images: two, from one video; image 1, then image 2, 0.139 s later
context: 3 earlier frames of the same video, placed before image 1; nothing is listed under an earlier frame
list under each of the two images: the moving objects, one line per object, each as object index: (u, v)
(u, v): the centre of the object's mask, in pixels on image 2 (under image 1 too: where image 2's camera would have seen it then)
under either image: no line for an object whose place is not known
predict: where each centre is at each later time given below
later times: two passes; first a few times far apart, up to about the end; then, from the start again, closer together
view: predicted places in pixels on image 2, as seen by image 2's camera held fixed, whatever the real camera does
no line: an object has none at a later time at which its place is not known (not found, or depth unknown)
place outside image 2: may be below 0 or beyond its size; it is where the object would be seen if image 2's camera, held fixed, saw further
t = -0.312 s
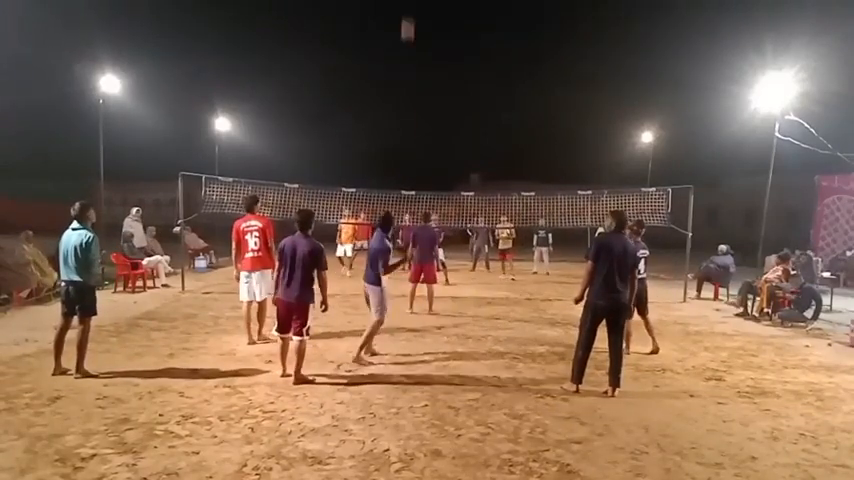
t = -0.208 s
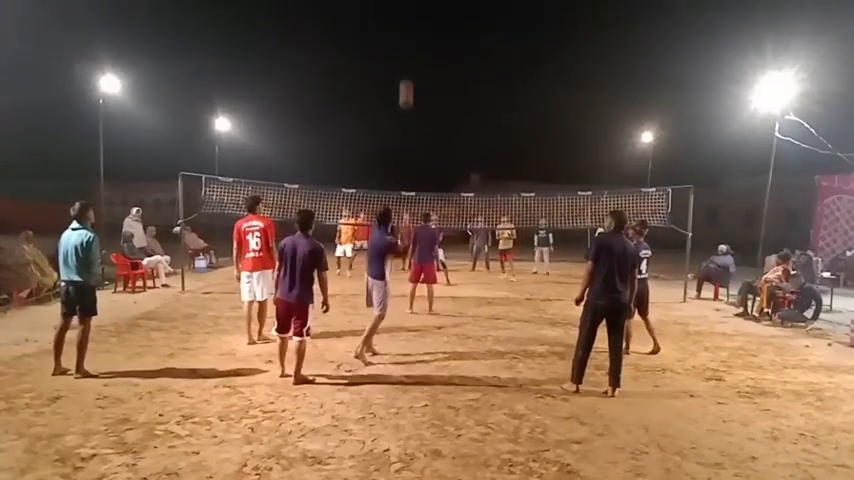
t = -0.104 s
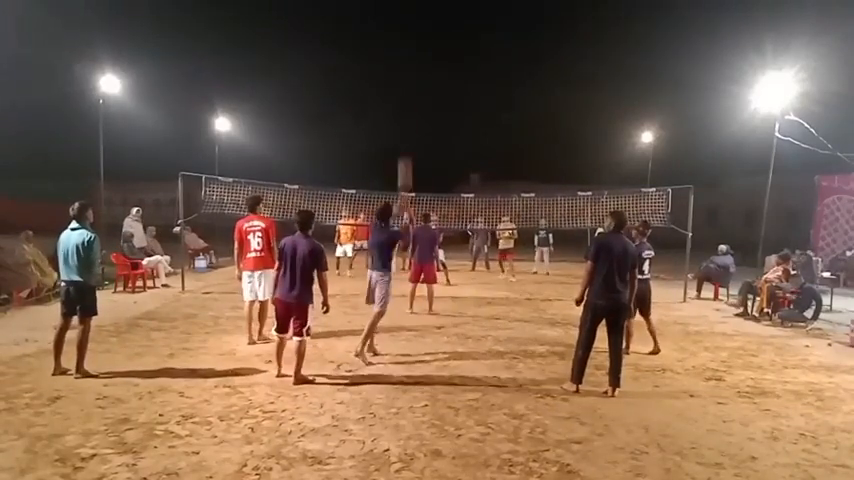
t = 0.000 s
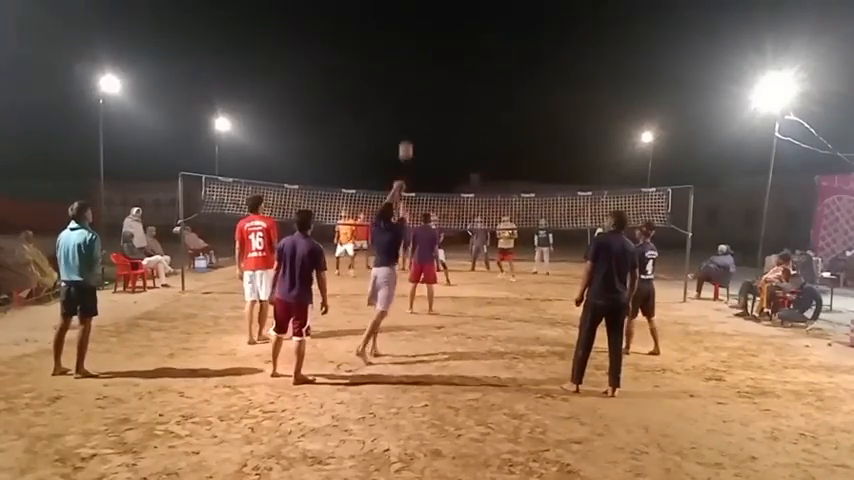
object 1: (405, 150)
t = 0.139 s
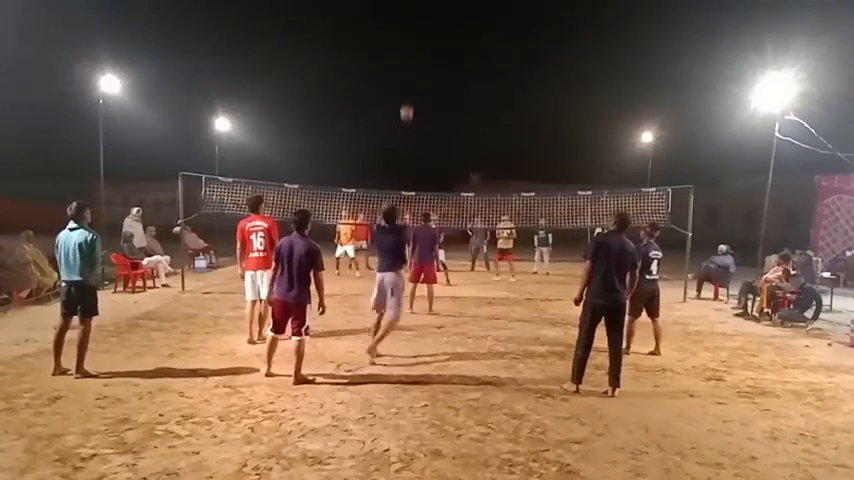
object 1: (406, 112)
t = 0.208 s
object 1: (406, 101)
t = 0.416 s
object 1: (406, 90)
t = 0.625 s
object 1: (406, 108)
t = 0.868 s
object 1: (405, 147)
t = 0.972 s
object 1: (404, 168)
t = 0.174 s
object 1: (405, 104)
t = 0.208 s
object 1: (406, 101)
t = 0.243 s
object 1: (406, 97)
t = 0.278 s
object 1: (406, 93)
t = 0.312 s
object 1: (406, 91)
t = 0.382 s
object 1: (406, 90)
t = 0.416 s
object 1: (406, 90)
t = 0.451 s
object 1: (406, 91)
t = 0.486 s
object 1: (406, 95)
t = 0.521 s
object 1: (406, 97)
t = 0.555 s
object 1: (406, 100)
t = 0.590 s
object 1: (406, 104)
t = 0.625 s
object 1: (406, 108)
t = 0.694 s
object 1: (405, 117)
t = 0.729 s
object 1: (405, 123)
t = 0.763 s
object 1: (405, 128)
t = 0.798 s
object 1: (405, 134)
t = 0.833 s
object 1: (405, 140)
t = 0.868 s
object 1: (405, 147)
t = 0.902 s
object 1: (405, 153)
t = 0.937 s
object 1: (405, 160)
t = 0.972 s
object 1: (404, 168)
